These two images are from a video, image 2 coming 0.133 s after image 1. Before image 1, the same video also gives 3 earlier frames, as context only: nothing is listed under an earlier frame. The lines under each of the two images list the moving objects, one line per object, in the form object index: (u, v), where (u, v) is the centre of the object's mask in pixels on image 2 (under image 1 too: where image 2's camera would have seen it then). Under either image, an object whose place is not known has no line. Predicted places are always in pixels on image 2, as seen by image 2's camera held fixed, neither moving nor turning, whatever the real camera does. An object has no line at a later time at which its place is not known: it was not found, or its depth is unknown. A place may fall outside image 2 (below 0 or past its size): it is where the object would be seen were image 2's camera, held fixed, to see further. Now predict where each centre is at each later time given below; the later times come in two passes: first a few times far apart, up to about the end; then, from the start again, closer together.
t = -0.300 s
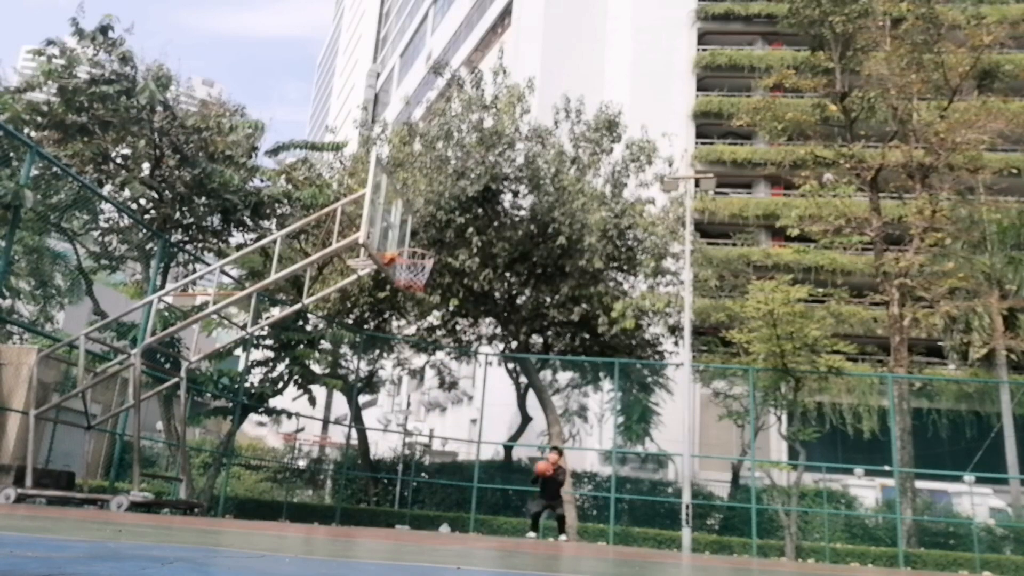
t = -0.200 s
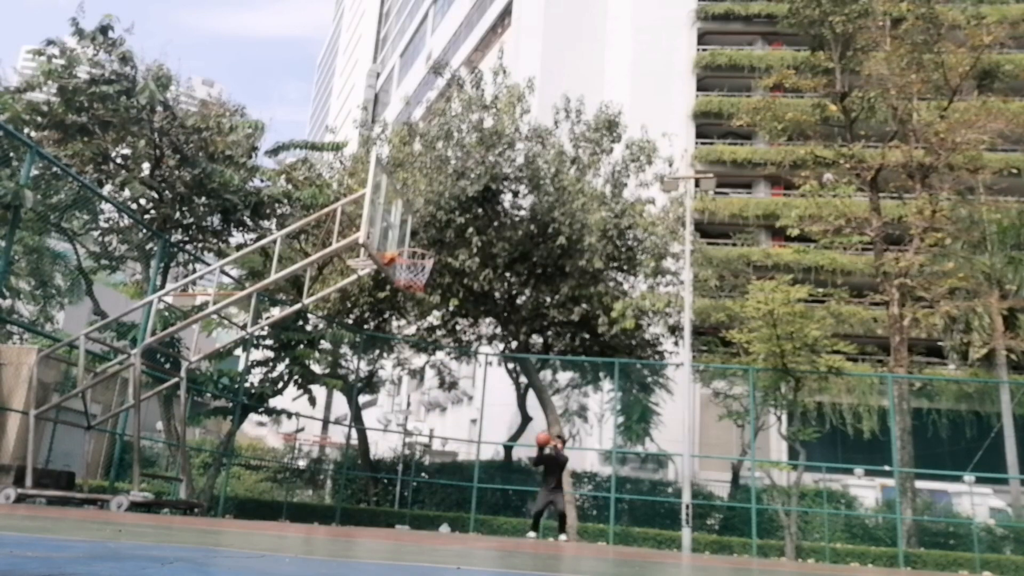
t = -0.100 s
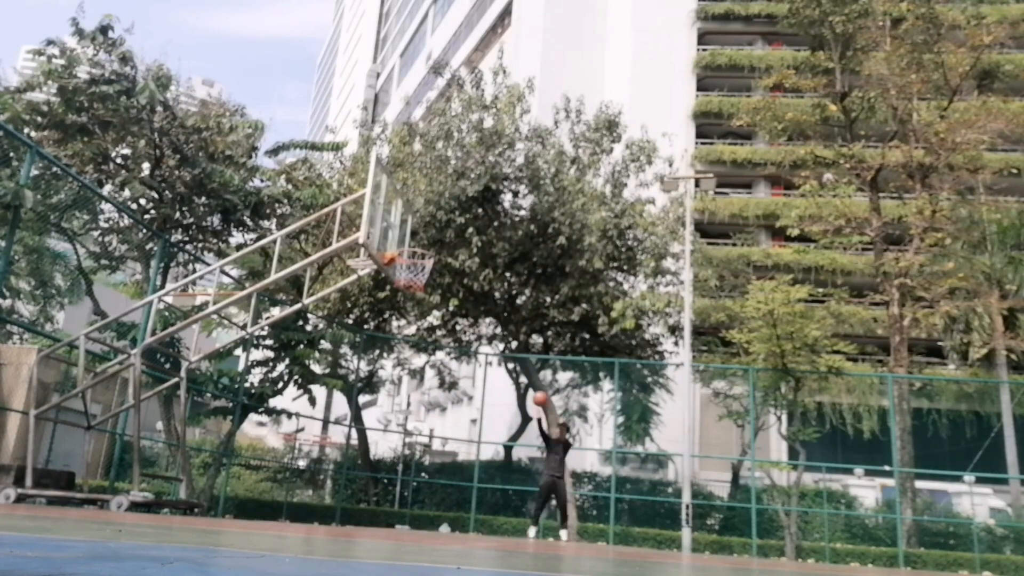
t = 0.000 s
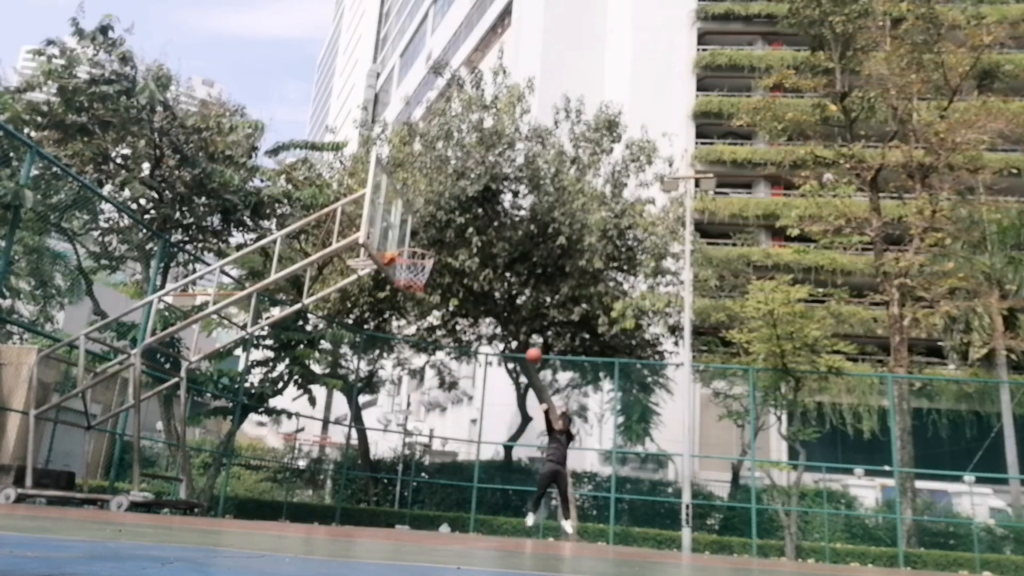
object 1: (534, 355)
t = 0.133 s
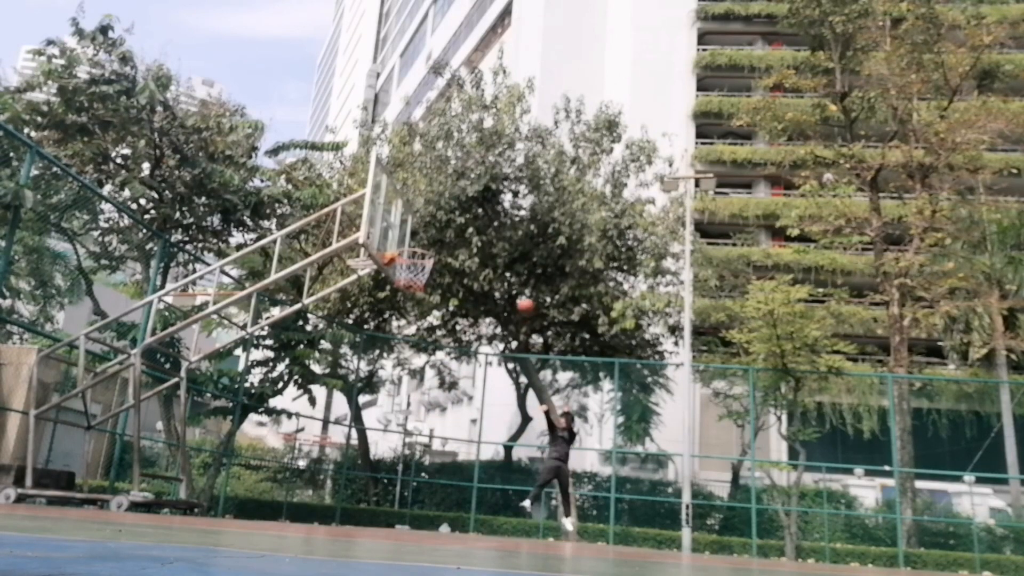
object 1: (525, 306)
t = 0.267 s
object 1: (516, 266)
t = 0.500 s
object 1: (496, 219)
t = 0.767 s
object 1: (468, 205)
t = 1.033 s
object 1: (431, 237)
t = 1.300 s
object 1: (426, 256)
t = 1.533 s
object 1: (430, 298)
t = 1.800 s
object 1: (428, 376)
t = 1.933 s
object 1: (426, 429)
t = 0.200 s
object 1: (520, 284)
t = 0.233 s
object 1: (518, 275)
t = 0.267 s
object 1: (516, 266)
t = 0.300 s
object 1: (513, 257)
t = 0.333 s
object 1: (511, 250)
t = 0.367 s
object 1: (508, 243)
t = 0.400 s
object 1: (505, 236)
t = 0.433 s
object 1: (503, 230)
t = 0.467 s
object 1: (499, 225)
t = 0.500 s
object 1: (496, 219)
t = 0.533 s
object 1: (494, 215)
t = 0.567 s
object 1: (491, 212)
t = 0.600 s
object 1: (487, 209)
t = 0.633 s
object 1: (483, 207)
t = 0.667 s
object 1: (480, 205)
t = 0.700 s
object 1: (476, 204)
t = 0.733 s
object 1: (472, 204)
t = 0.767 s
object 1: (468, 205)
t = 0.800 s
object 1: (464, 205)
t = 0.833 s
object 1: (460, 207)
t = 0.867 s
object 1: (455, 210)
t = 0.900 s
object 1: (451, 214)
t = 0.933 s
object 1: (446, 219)
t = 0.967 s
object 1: (441, 223)
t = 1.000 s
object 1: (436, 230)
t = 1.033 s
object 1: (431, 237)
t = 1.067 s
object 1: (426, 244)
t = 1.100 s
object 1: (422, 250)
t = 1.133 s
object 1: (423, 251)
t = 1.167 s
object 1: (424, 251)
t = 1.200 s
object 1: (425, 252)
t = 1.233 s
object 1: (425, 253)
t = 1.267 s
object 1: (426, 254)
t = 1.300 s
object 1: (426, 256)
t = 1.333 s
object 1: (428, 262)
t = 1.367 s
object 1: (429, 265)
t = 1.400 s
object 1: (430, 270)
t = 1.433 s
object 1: (431, 278)
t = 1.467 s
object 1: (430, 284)
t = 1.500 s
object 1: (430, 290)
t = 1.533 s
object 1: (430, 298)
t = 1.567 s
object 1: (430, 304)
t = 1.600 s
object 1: (430, 313)
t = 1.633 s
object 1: (430, 323)
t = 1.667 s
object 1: (429, 333)
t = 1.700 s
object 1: (429, 342)
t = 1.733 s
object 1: (429, 353)
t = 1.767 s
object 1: (429, 365)
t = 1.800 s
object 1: (428, 376)
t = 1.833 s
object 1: (428, 389)
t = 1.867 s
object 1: (427, 402)
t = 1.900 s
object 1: (427, 415)
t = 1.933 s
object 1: (426, 429)
